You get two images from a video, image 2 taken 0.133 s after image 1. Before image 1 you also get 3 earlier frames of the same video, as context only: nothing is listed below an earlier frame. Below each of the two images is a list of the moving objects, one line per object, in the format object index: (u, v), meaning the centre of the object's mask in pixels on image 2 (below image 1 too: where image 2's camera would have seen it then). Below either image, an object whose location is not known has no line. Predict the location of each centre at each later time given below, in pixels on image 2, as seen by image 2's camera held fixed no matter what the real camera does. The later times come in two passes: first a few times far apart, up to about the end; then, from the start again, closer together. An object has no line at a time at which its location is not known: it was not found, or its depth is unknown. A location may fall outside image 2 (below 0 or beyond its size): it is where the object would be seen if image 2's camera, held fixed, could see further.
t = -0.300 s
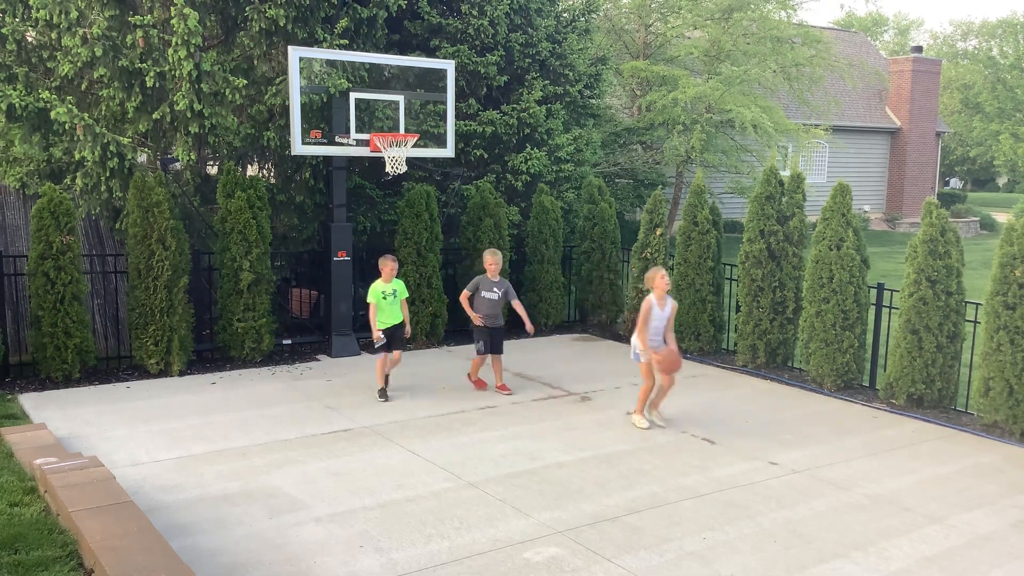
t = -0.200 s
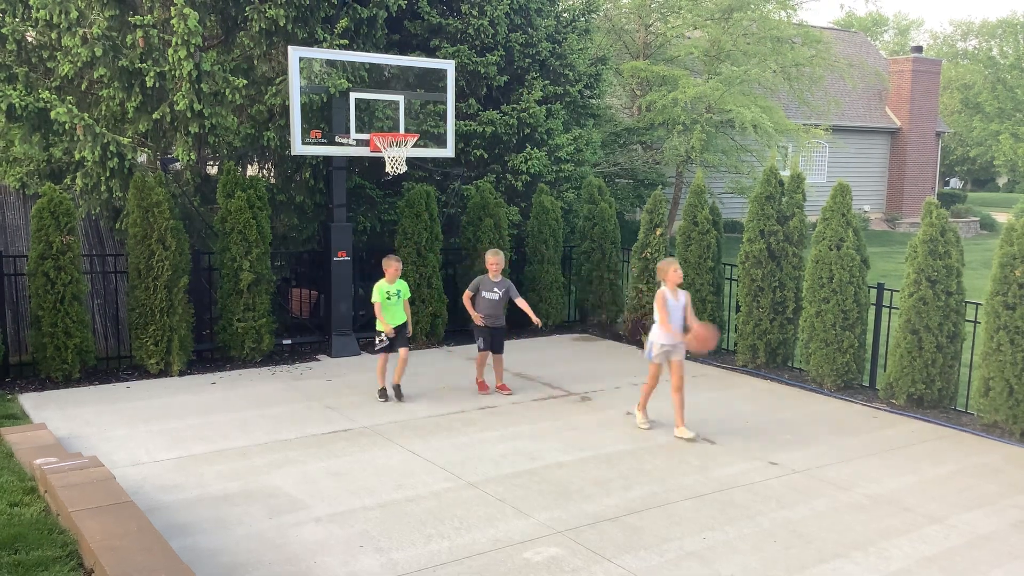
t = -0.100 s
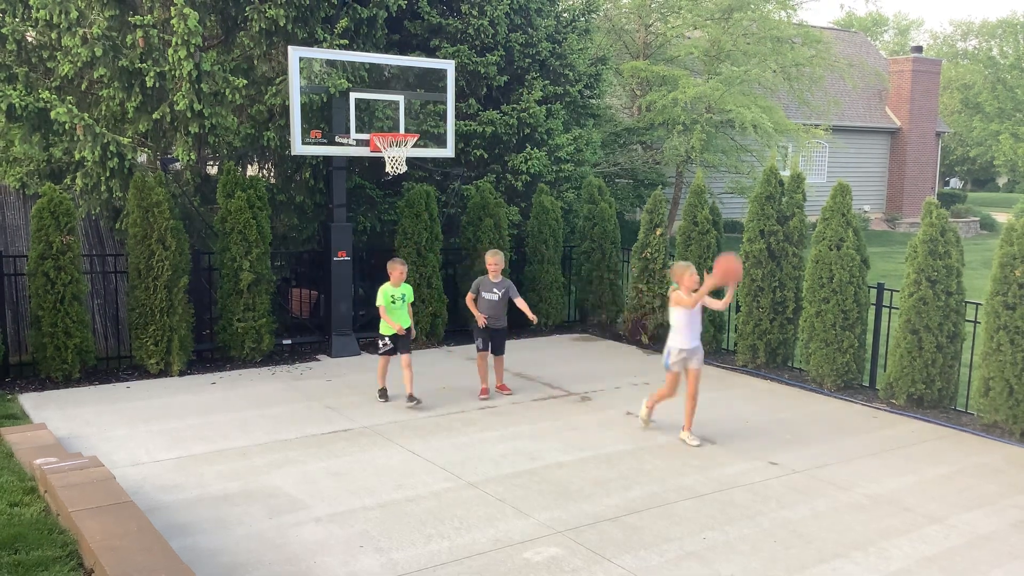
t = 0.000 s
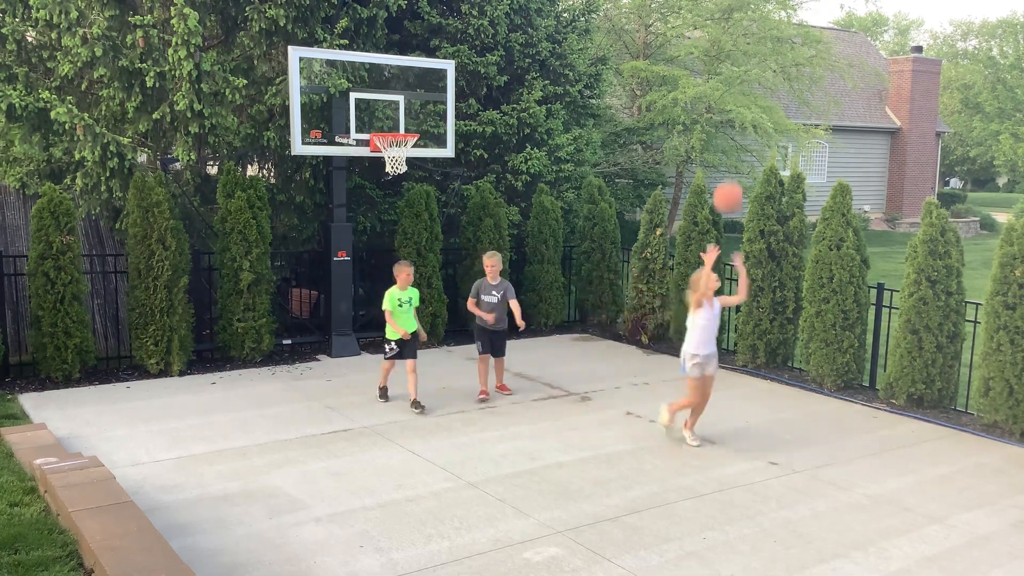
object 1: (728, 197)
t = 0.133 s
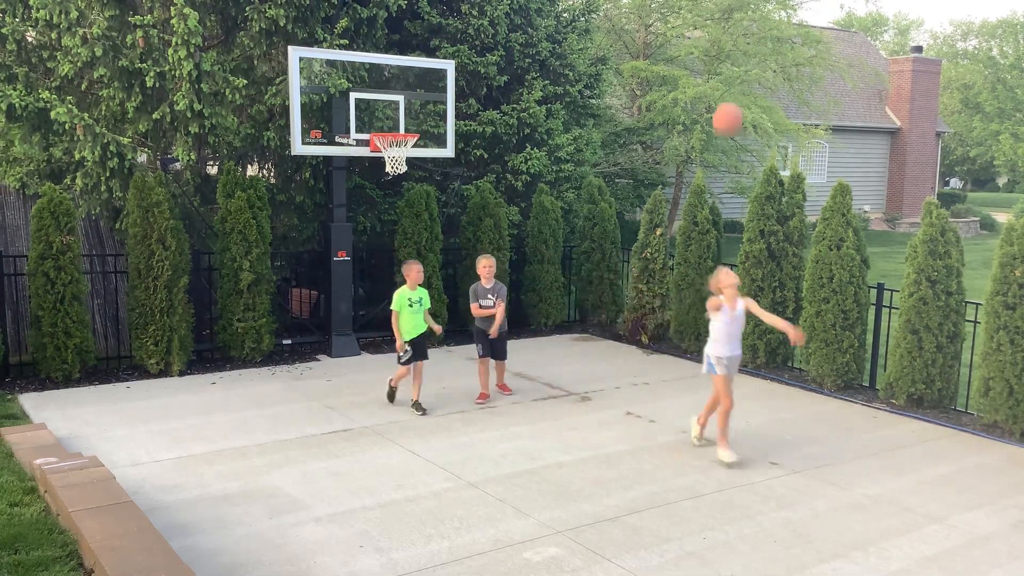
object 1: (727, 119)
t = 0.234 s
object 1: (726, 74)
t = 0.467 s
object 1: (720, 22)
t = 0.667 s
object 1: (712, 35)
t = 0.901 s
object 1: (699, 115)
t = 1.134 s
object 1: (684, 259)
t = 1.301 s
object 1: (675, 397)
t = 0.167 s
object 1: (727, 102)
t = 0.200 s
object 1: (727, 87)
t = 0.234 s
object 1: (726, 74)
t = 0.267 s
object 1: (726, 62)
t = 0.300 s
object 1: (725, 51)
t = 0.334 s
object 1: (724, 43)
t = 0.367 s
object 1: (723, 36)
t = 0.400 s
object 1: (723, 29)
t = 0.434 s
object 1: (721, 25)
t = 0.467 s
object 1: (720, 22)
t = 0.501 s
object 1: (719, 21)
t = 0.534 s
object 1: (718, 21)
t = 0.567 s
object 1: (717, 22)
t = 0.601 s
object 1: (715, 25)
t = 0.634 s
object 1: (714, 29)
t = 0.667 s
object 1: (712, 35)
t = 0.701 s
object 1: (710, 41)
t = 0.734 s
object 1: (709, 50)
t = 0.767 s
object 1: (707, 60)
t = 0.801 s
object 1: (705, 71)
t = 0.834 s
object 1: (703, 85)
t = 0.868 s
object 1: (701, 100)
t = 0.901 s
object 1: (699, 115)
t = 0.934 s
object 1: (697, 132)
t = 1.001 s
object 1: (692, 170)
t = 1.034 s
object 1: (690, 190)
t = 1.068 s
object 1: (688, 213)
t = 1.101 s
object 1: (686, 236)
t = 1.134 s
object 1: (684, 259)
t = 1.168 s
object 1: (682, 286)
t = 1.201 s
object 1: (680, 311)
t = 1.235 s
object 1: (678, 338)
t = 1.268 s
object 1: (676, 367)
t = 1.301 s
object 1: (675, 397)
